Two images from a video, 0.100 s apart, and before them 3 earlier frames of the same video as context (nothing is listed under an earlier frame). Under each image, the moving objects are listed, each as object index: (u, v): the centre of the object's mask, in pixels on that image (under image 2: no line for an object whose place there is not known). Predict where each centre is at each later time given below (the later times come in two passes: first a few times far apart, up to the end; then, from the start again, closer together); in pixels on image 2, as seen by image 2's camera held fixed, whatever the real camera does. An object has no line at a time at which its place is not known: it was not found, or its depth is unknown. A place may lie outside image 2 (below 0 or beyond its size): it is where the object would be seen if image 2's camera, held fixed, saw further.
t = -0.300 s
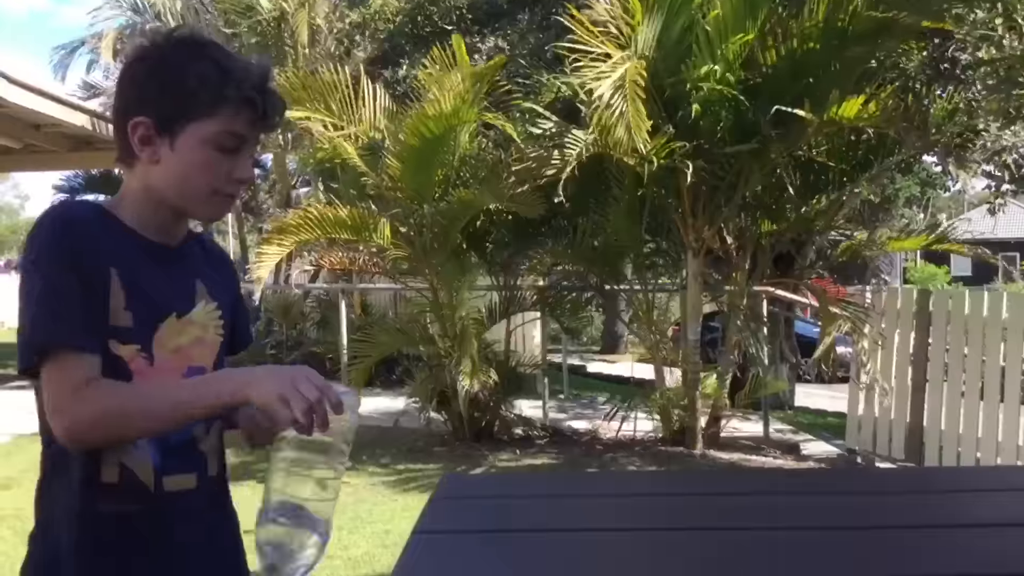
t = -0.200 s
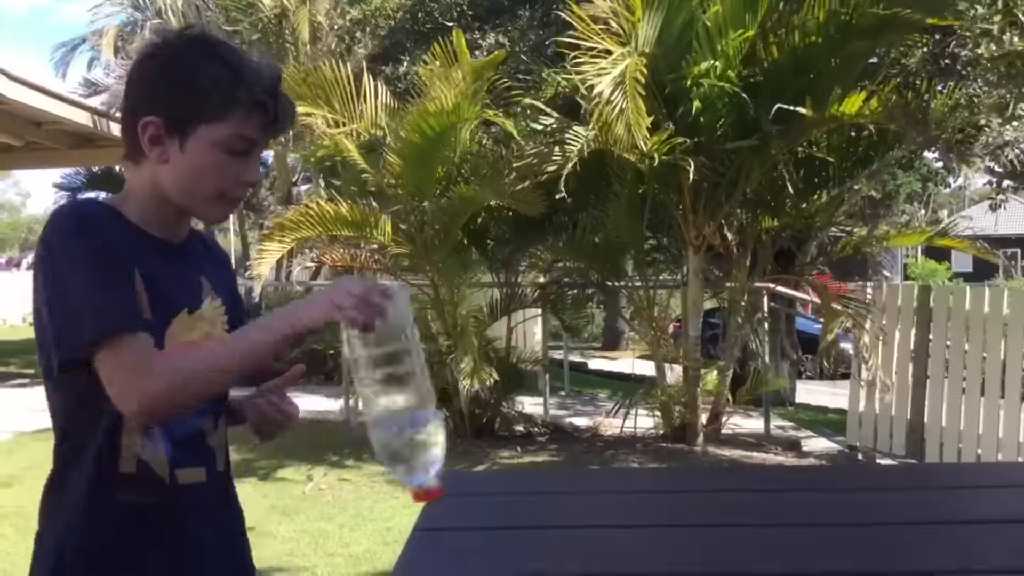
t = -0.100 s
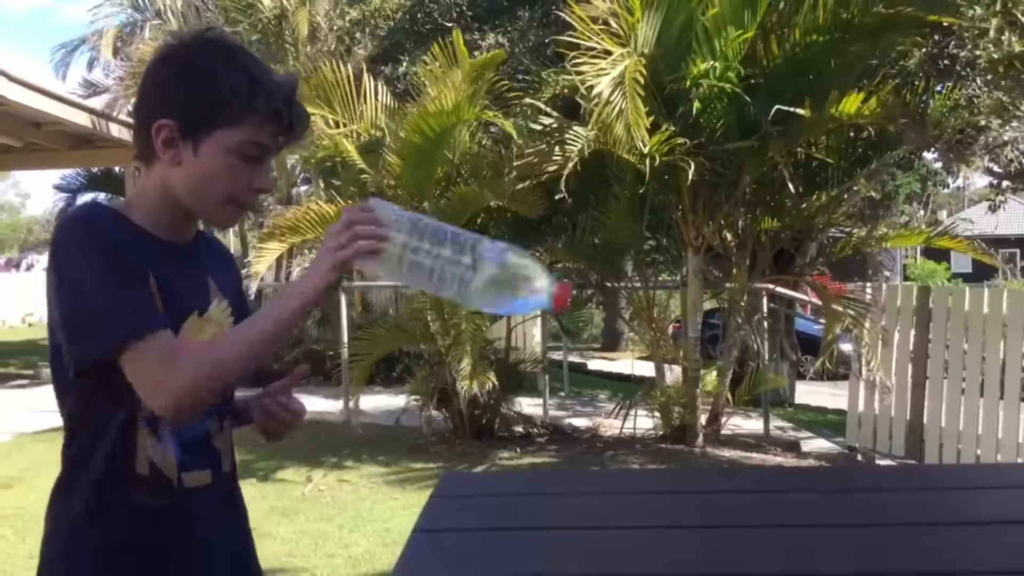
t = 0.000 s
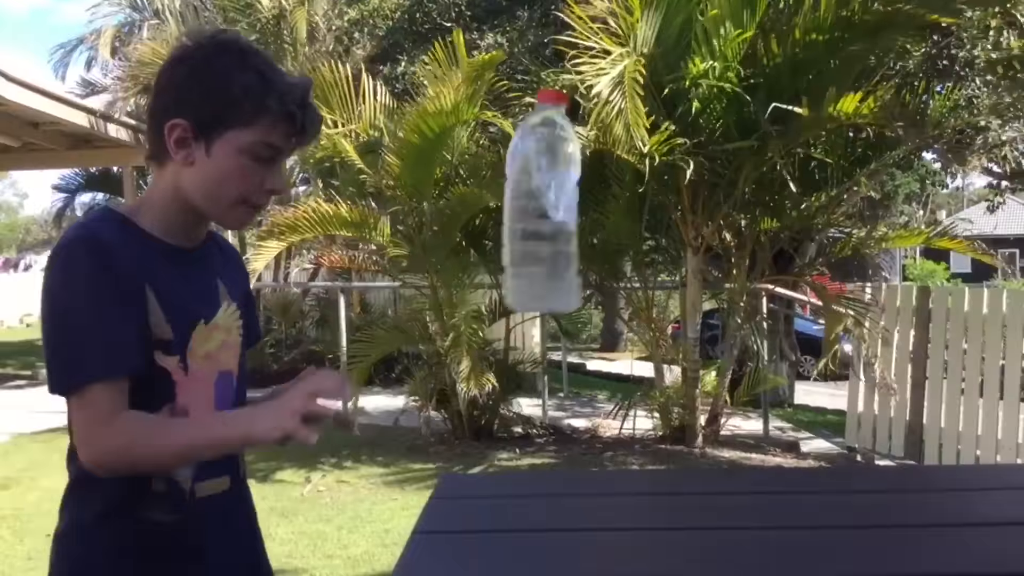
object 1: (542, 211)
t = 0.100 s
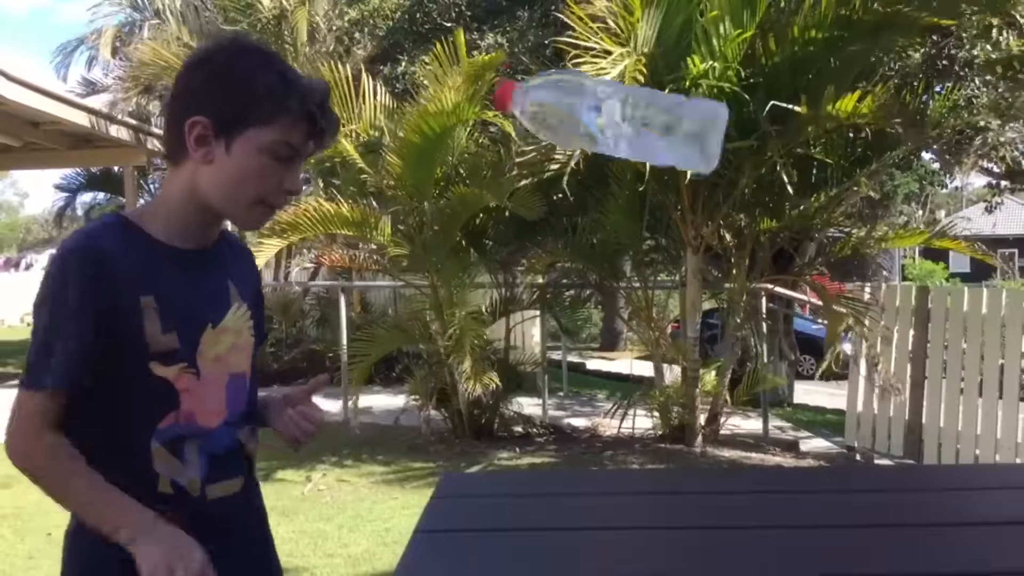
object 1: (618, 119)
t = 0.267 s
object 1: (683, 192)
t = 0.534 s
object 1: (749, 421)
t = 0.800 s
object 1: (754, 421)
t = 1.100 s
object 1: (741, 422)
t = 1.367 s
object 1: (741, 422)
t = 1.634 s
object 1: (746, 421)
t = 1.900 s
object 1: (738, 421)
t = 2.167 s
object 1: (744, 421)
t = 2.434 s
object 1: (742, 421)
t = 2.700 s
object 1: (740, 421)
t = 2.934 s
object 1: (741, 421)
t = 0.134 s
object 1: (632, 112)
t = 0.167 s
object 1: (645, 116)
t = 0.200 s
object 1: (658, 132)
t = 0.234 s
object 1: (670, 157)
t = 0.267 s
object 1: (683, 192)
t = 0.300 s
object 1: (695, 237)
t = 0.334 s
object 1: (707, 294)
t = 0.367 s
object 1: (722, 363)
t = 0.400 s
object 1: (733, 422)
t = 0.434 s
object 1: (739, 422)
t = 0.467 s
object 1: (743, 421)
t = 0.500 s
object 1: (746, 421)
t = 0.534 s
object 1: (749, 421)
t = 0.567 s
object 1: (751, 421)
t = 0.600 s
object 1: (752, 421)
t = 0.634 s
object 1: (753, 421)
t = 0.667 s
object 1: (756, 422)
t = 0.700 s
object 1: (757, 422)
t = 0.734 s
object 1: (757, 422)
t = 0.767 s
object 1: (756, 421)
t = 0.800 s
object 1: (754, 421)
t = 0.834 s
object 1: (751, 421)
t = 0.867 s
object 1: (746, 422)
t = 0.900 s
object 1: (741, 422)
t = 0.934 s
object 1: (737, 421)
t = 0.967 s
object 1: (737, 421)
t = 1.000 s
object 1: (737, 421)
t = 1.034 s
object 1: (737, 421)
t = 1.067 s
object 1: (738, 421)
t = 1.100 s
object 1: (741, 422)
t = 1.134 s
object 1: (744, 422)
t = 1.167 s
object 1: (745, 422)
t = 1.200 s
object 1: (747, 422)
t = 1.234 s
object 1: (748, 422)
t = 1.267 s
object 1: (747, 422)
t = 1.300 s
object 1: (747, 422)
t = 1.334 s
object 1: (745, 422)
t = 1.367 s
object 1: (741, 422)
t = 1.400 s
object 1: (738, 422)
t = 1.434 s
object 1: (737, 421)
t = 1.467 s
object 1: (737, 421)
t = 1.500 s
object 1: (738, 421)
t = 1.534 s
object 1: (740, 421)
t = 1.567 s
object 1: (743, 421)
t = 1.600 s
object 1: (745, 421)
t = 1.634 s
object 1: (746, 421)
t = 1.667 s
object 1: (747, 421)
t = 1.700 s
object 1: (747, 421)
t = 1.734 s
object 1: (746, 421)
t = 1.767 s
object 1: (745, 421)
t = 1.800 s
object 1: (743, 422)
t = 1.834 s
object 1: (739, 421)
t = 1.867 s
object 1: (739, 422)
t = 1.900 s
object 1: (738, 421)
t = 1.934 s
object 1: (739, 421)
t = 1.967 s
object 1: (740, 421)
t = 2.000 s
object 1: (742, 421)
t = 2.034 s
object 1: (744, 421)
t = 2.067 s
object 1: (745, 421)
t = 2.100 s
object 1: (745, 421)
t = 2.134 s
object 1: (745, 421)
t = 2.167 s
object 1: (744, 421)
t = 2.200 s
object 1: (741, 421)
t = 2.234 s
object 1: (740, 422)
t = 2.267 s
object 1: (738, 421)
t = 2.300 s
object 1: (738, 421)
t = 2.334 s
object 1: (739, 421)
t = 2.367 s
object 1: (740, 421)
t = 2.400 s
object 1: (741, 422)
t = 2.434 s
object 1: (742, 421)
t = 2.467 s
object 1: (742, 421)
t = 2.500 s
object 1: (741, 421)
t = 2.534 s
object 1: (740, 421)
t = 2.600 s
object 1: (740, 421)
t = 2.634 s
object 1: (740, 421)
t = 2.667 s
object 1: (740, 421)
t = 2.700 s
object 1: (740, 421)
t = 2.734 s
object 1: (740, 421)
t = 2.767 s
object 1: (742, 421)
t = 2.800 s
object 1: (742, 421)
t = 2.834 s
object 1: (743, 421)
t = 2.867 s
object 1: (742, 421)
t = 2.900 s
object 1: (742, 421)
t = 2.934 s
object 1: (741, 421)
